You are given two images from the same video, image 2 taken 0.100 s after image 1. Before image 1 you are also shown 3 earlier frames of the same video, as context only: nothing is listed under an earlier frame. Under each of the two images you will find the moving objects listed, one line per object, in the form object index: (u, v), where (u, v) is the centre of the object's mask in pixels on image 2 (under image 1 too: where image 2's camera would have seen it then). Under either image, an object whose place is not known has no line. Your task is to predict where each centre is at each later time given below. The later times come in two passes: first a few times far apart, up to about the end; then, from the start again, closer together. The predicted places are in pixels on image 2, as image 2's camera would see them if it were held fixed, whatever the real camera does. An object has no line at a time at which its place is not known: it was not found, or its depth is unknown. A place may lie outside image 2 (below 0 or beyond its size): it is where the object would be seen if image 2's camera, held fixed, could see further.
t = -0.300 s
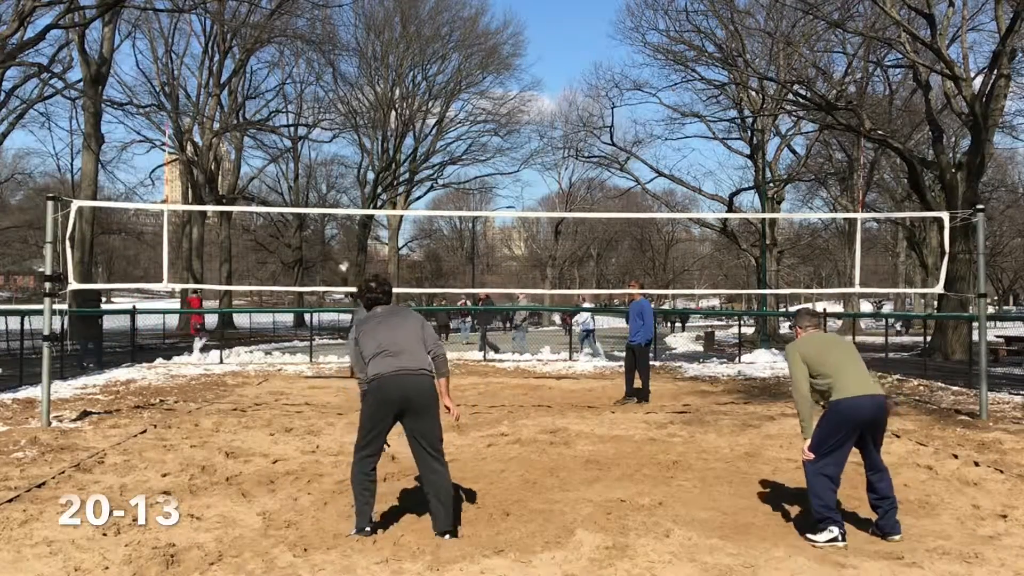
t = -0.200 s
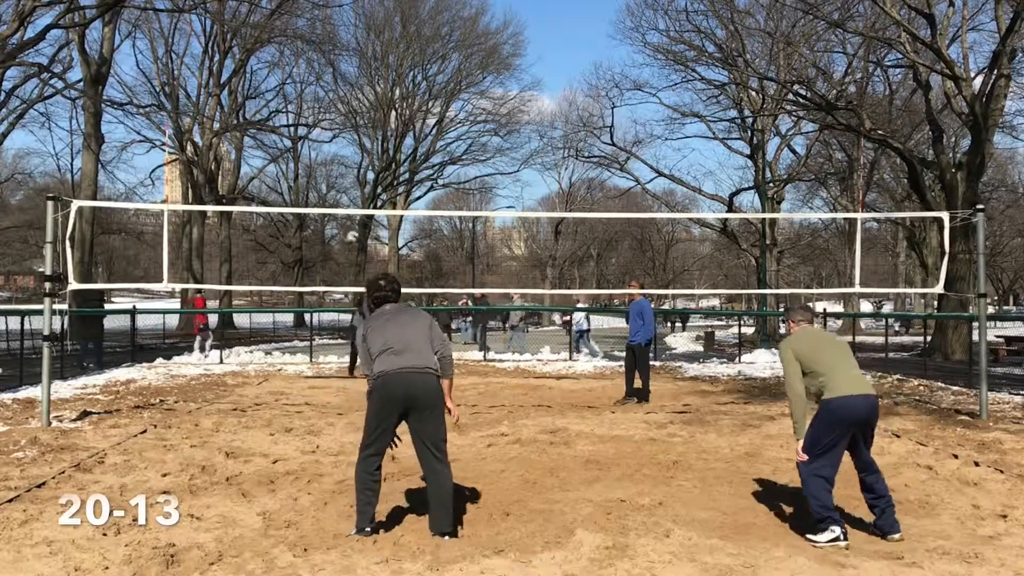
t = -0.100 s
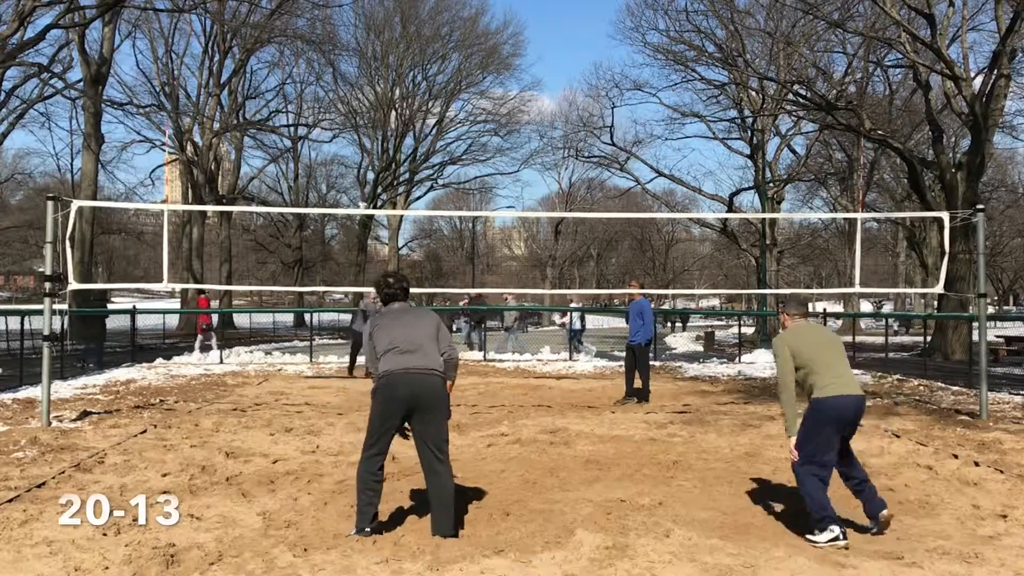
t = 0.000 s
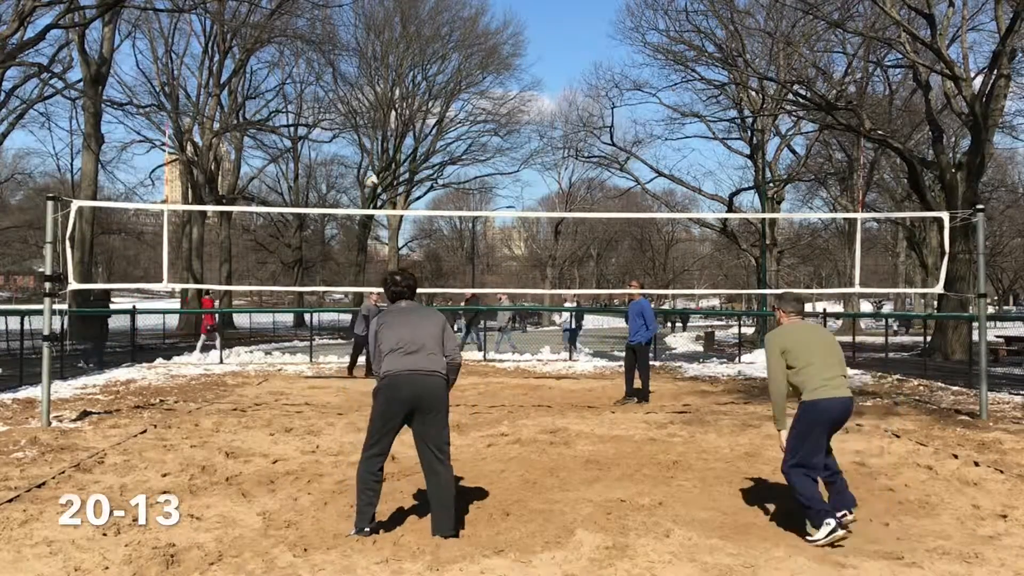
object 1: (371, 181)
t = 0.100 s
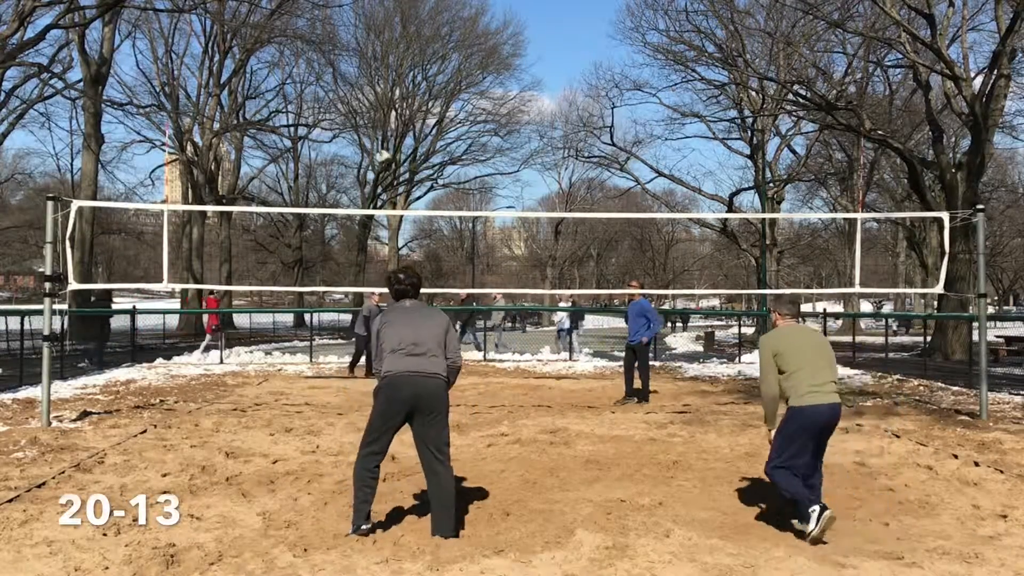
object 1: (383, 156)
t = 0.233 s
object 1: (400, 131)
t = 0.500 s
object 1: (449, 109)
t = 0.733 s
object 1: (518, 142)
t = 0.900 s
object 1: (595, 219)
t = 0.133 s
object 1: (386, 149)
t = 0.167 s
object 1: (391, 143)
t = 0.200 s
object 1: (396, 136)
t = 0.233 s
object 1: (400, 131)
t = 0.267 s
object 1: (406, 125)
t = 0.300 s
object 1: (411, 120)
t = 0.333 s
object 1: (416, 117)
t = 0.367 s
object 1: (421, 113)
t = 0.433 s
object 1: (432, 108)
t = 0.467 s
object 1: (442, 109)
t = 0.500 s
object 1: (449, 109)
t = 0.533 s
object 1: (457, 109)
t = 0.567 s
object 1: (465, 111)
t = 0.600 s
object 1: (474, 115)
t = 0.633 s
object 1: (484, 120)
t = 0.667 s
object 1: (494, 125)
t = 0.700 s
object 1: (506, 133)
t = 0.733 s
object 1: (518, 142)
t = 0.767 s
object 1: (532, 153)
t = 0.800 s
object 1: (545, 167)
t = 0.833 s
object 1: (560, 182)
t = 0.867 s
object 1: (576, 198)
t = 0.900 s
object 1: (595, 219)
